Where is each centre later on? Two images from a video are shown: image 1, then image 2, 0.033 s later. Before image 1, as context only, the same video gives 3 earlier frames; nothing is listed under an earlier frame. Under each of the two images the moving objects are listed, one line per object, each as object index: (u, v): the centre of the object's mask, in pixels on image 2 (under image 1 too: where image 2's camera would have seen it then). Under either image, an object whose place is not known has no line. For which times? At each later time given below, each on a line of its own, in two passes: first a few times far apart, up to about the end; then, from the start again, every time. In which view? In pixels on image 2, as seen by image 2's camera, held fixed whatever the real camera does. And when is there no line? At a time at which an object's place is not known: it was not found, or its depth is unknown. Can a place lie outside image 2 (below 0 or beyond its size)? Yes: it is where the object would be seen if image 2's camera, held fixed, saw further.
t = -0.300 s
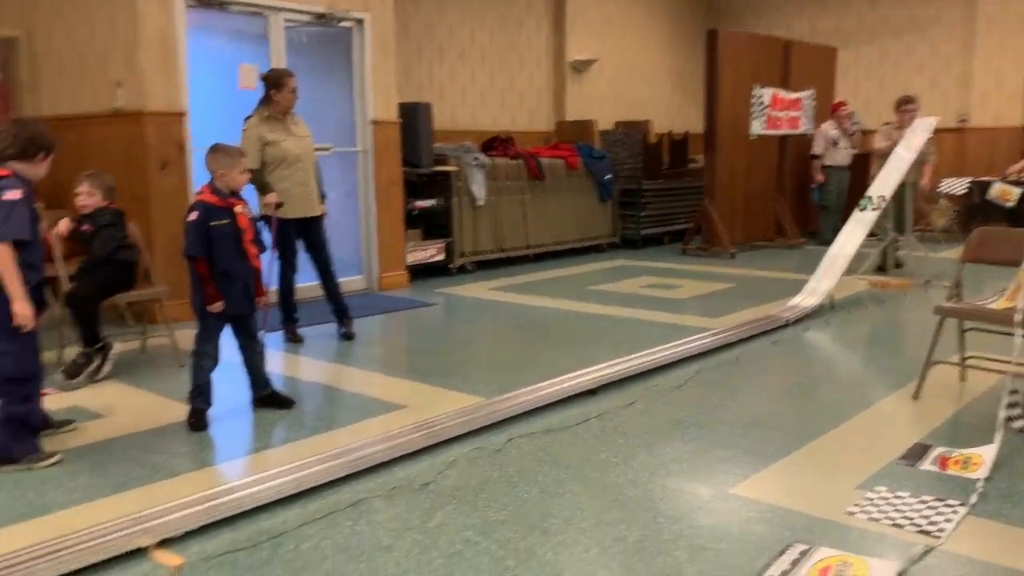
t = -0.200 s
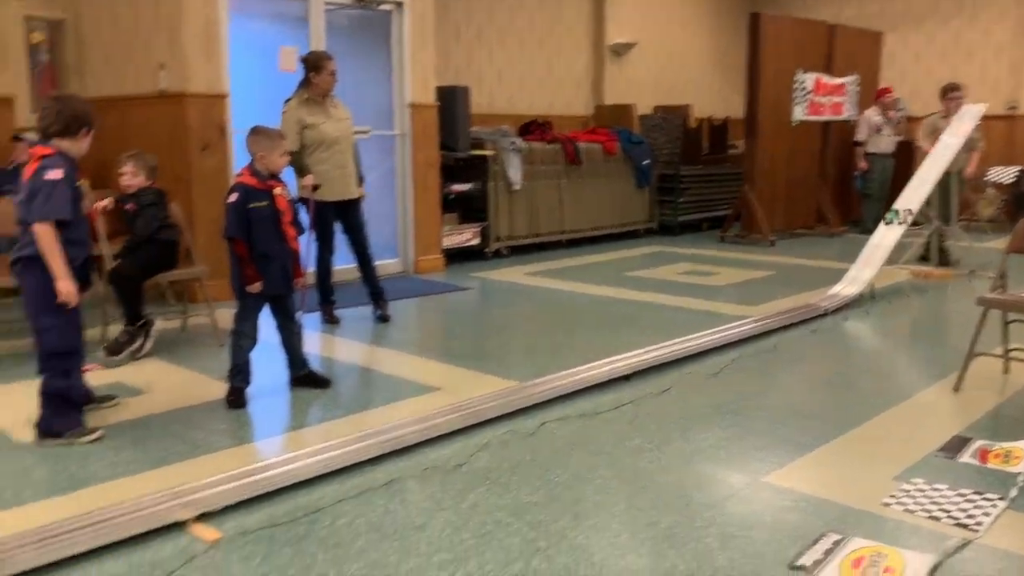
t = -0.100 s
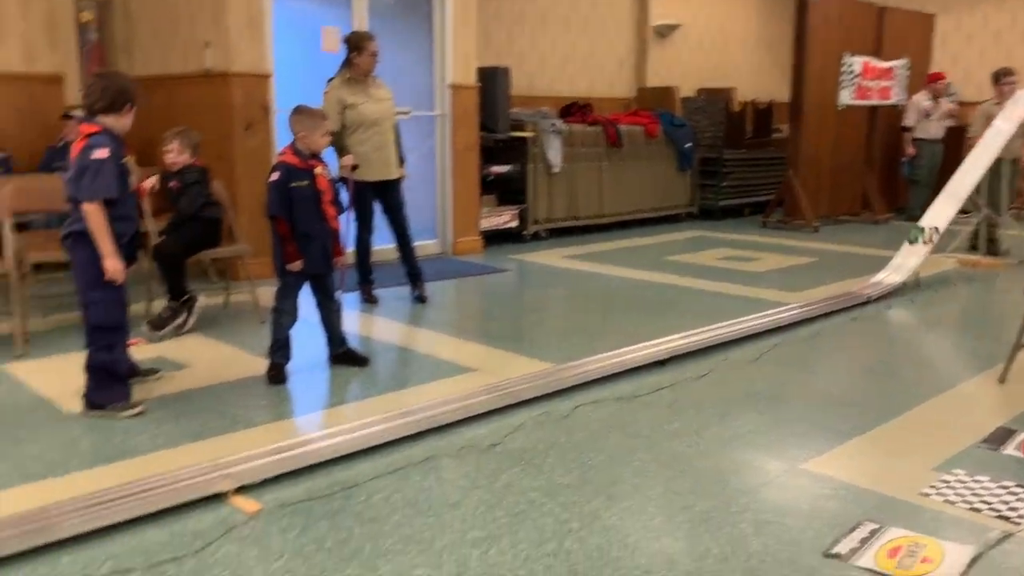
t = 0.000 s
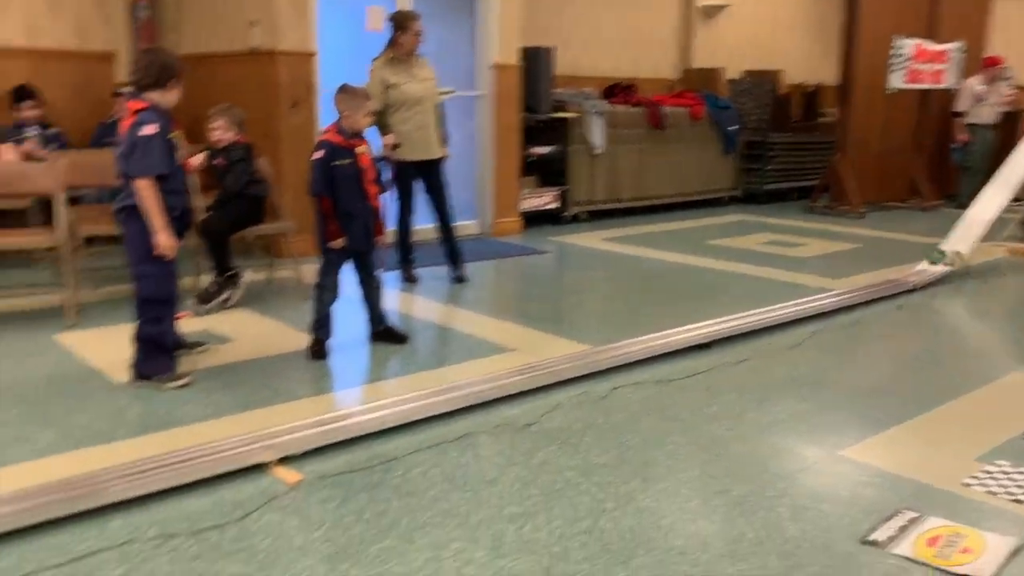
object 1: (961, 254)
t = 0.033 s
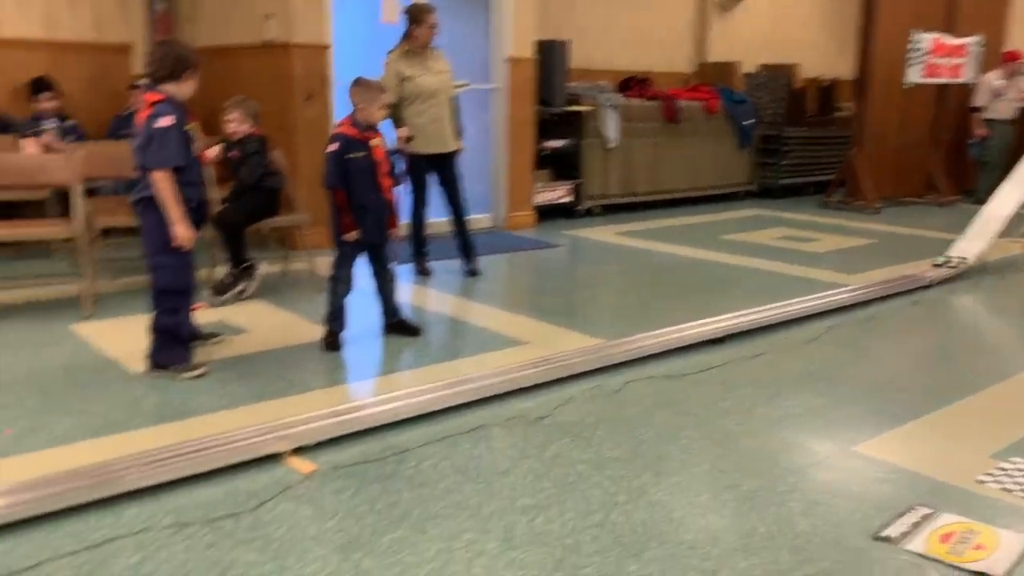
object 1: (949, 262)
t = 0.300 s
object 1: (846, 290)
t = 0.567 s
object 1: (707, 322)
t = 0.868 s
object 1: (479, 377)
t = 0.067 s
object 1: (937, 267)
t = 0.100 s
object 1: (926, 271)
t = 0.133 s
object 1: (913, 274)
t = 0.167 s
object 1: (901, 277)
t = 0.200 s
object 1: (888, 280)
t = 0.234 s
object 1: (874, 283)
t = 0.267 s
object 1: (860, 287)
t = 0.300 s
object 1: (846, 290)
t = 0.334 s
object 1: (831, 293)
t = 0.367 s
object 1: (816, 297)
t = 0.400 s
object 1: (800, 301)
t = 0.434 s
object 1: (783, 305)
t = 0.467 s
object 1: (765, 309)
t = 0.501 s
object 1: (747, 313)
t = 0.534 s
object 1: (728, 317)
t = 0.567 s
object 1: (707, 322)
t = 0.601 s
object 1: (687, 327)
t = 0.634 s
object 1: (666, 332)
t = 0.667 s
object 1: (643, 338)
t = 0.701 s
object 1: (619, 344)
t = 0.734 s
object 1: (594, 350)
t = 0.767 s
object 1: (567, 356)
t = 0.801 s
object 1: (540, 363)
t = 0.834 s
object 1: (512, 369)
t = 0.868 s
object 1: (479, 377)
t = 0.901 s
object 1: (447, 385)
